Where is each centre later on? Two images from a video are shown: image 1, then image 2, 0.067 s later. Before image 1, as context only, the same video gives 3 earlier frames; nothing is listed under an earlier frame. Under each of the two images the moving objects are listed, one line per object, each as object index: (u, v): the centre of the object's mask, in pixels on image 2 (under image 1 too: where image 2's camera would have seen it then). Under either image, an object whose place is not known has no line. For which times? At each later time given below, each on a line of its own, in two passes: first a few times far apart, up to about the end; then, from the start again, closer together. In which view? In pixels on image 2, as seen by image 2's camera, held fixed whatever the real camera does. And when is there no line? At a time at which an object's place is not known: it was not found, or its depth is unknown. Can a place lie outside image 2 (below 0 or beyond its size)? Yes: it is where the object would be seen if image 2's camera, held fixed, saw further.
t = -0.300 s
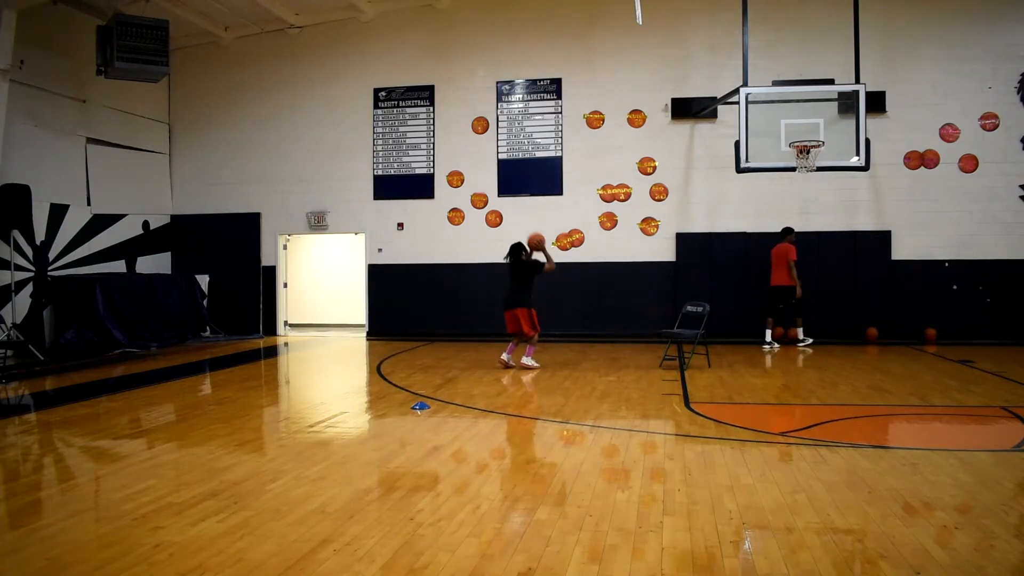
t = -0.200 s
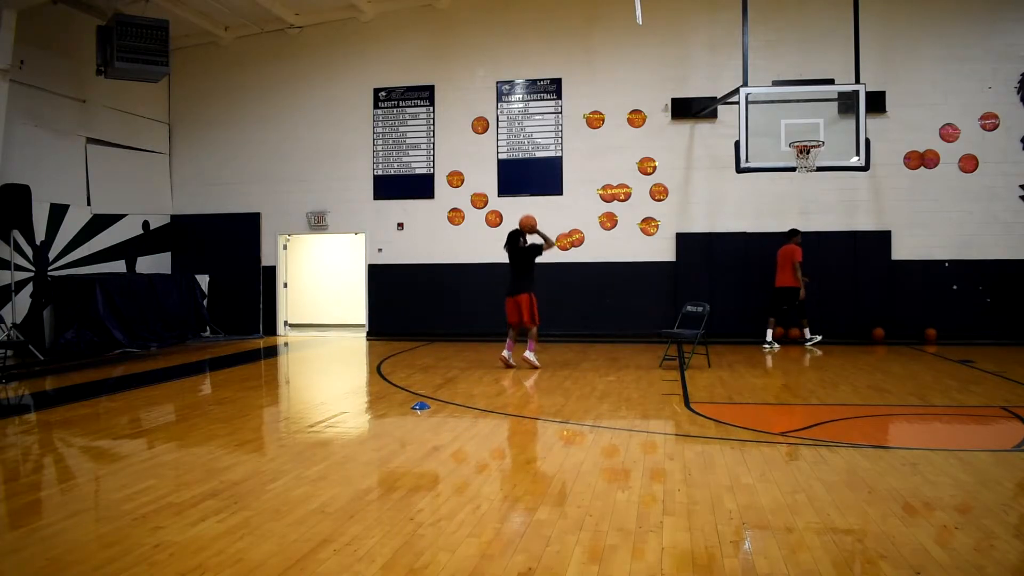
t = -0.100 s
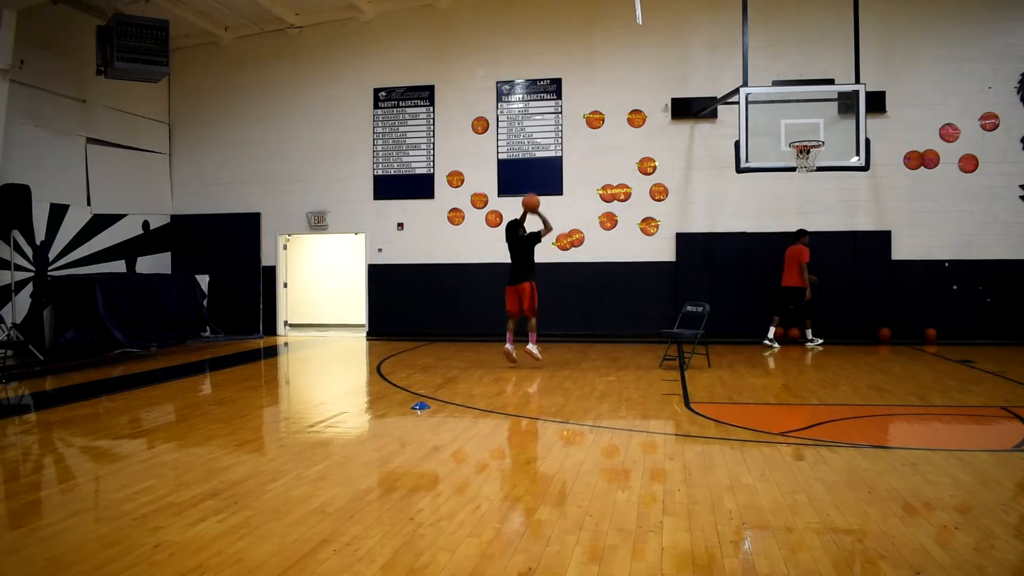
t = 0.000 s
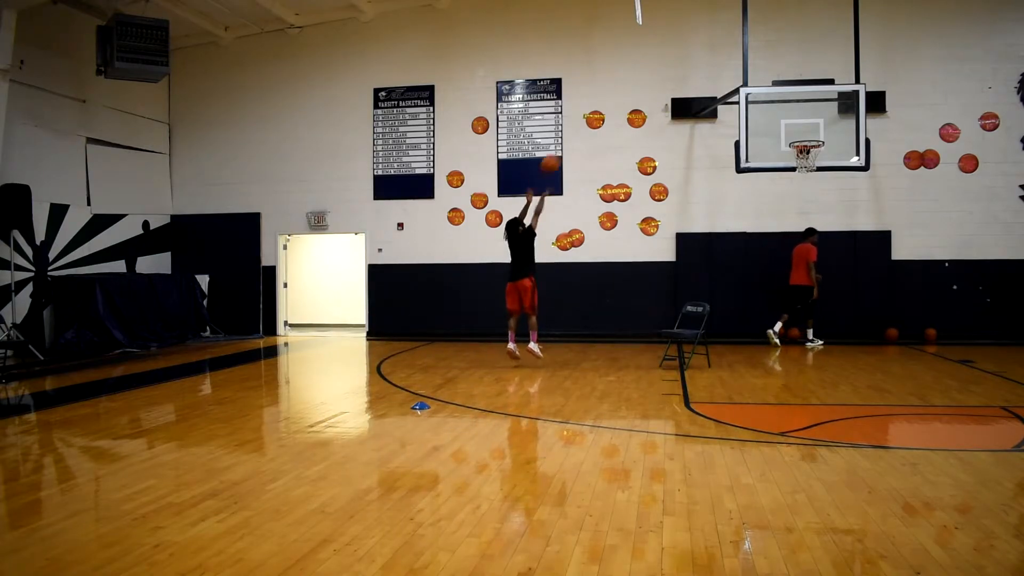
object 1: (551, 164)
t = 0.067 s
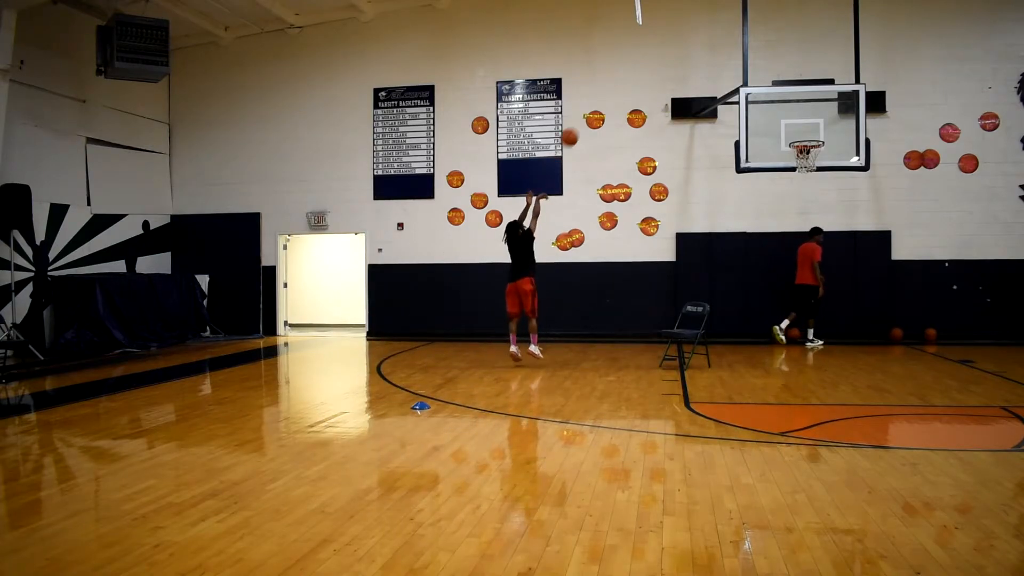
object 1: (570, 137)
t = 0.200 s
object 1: (605, 96)
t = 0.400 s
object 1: (656, 61)
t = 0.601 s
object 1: (705, 56)
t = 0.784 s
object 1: (747, 76)
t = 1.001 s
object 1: (795, 128)
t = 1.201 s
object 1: (815, 174)
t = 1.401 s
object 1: (819, 224)
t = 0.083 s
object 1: (574, 131)
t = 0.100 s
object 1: (578, 126)
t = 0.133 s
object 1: (587, 115)
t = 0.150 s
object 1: (591, 109)
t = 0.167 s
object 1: (596, 105)
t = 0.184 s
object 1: (601, 100)
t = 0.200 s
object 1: (605, 96)
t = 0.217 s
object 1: (609, 92)
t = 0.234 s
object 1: (614, 88)
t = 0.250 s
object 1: (618, 85)
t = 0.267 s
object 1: (622, 81)
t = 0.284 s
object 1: (627, 78)
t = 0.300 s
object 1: (631, 75)
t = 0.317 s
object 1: (635, 72)
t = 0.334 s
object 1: (639, 69)
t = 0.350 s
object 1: (643, 67)
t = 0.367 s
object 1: (648, 65)
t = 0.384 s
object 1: (652, 63)
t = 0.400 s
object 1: (656, 61)
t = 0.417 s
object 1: (660, 60)
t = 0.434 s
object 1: (664, 59)
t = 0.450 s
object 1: (669, 57)
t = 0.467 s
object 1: (673, 56)
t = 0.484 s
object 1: (677, 55)
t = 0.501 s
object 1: (681, 55)
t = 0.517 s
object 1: (685, 55)
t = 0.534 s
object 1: (689, 55)
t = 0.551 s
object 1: (693, 55)
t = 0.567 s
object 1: (697, 55)
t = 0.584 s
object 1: (701, 55)
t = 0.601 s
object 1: (705, 56)
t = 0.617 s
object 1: (708, 57)
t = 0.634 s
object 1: (712, 58)
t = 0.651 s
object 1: (716, 59)
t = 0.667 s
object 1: (720, 61)
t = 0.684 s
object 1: (724, 62)
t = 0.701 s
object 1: (728, 64)
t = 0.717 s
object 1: (732, 66)
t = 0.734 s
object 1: (735, 68)
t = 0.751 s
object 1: (739, 71)
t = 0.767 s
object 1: (743, 73)
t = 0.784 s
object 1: (747, 76)
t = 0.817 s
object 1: (755, 82)
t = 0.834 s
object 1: (759, 85)
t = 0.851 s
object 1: (762, 88)
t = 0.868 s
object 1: (766, 93)
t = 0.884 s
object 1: (770, 96)
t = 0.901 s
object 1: (774, 100)
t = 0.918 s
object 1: (777, 104)
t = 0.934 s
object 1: (781, 109)
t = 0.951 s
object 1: (784, 113)
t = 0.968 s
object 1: (788, 118)
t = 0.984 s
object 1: (792, 123)
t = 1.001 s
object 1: (795, 128)
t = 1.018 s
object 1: (798, 133)
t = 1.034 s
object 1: (802, 137)
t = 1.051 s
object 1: (807, 143)
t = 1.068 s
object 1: (808, 148)
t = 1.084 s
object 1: (812, 152)
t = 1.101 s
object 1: (813, 158)
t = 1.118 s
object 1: (814, 161)
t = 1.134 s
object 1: (813, 165)
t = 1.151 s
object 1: (813, 167)
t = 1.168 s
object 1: (814, 168)
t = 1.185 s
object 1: (815, 170)
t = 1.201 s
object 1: (815, 174)
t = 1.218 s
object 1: (815, 176)
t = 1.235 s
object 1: (815, 180)
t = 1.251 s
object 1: (816, 183)
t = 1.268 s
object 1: (816, 187)
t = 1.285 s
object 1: (816, 191)
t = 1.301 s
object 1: (817, 195)
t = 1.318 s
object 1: (817, 199)
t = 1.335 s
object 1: (817, 204)
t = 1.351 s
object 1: (818, 209)
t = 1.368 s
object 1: (818, 214)
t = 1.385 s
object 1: (818, 219)
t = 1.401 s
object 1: (819, 224)
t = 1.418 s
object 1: (819, 230)
